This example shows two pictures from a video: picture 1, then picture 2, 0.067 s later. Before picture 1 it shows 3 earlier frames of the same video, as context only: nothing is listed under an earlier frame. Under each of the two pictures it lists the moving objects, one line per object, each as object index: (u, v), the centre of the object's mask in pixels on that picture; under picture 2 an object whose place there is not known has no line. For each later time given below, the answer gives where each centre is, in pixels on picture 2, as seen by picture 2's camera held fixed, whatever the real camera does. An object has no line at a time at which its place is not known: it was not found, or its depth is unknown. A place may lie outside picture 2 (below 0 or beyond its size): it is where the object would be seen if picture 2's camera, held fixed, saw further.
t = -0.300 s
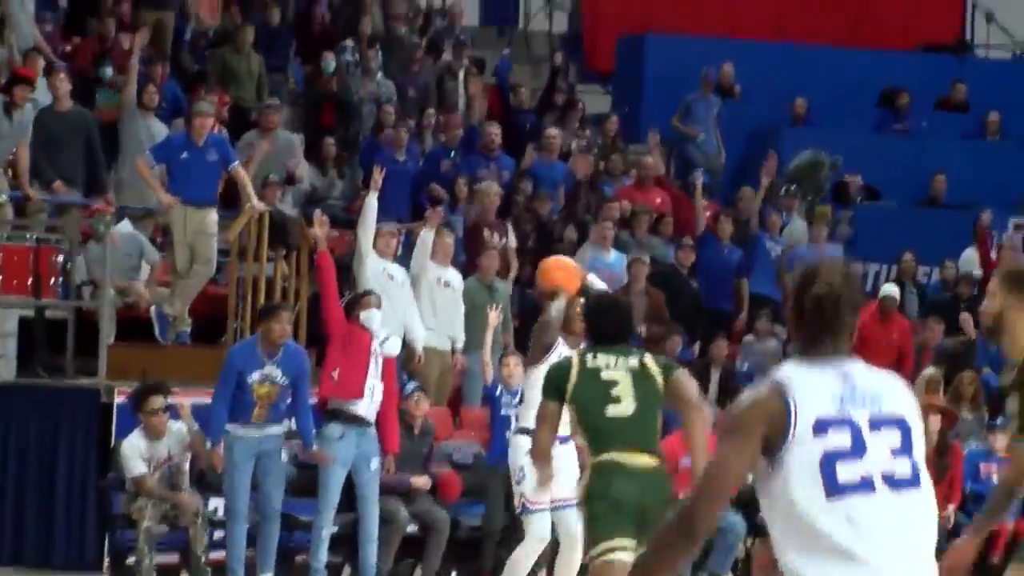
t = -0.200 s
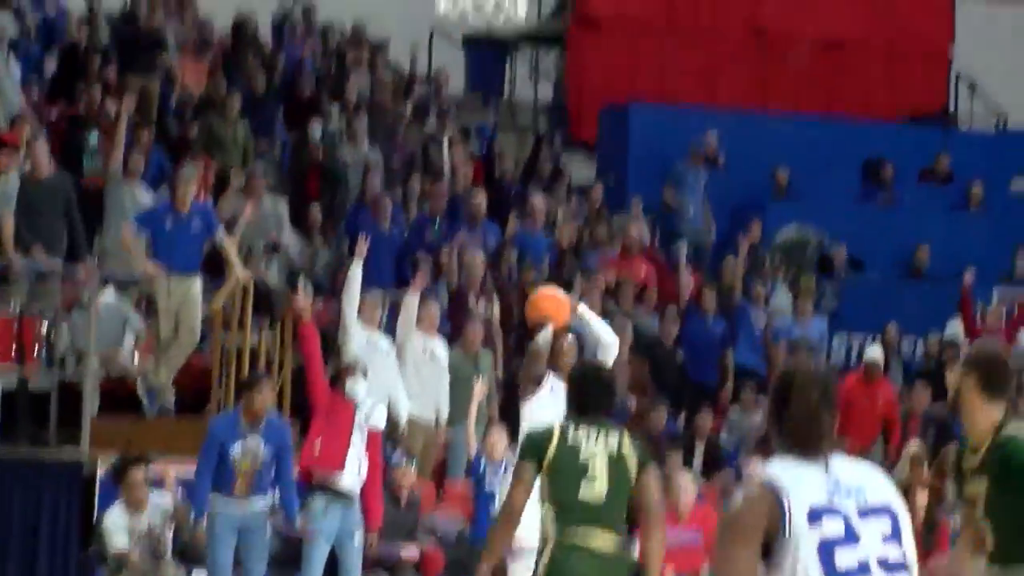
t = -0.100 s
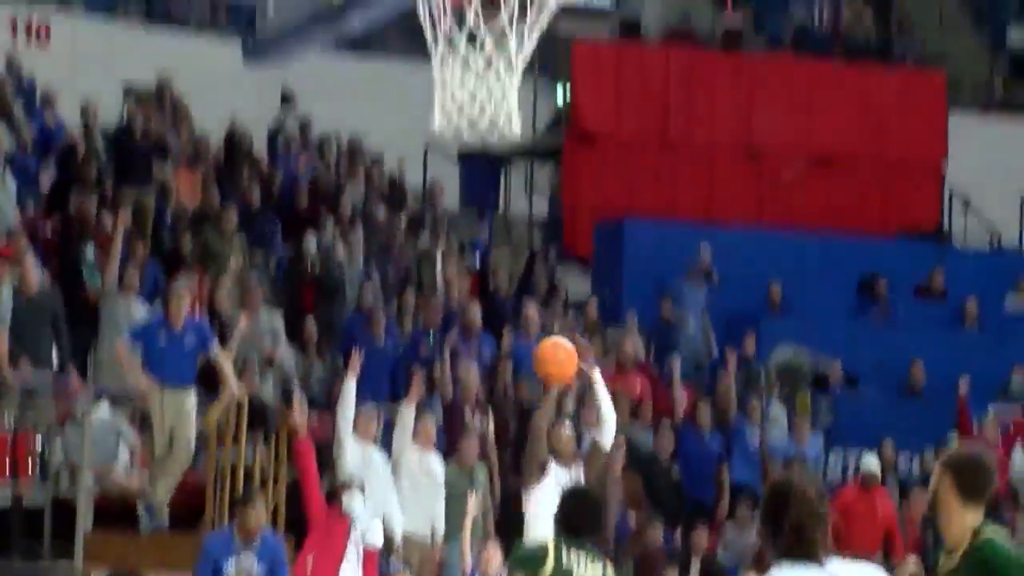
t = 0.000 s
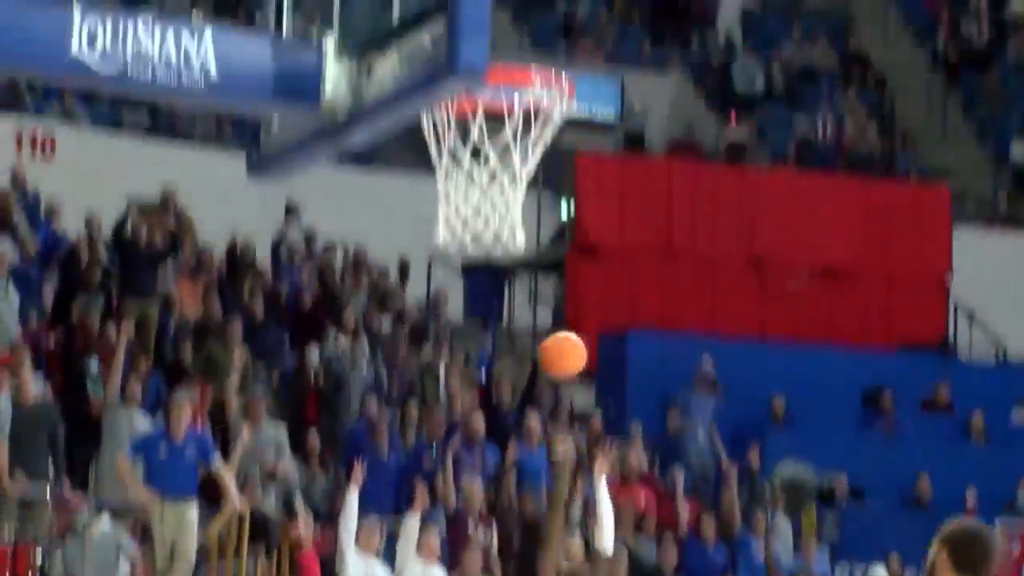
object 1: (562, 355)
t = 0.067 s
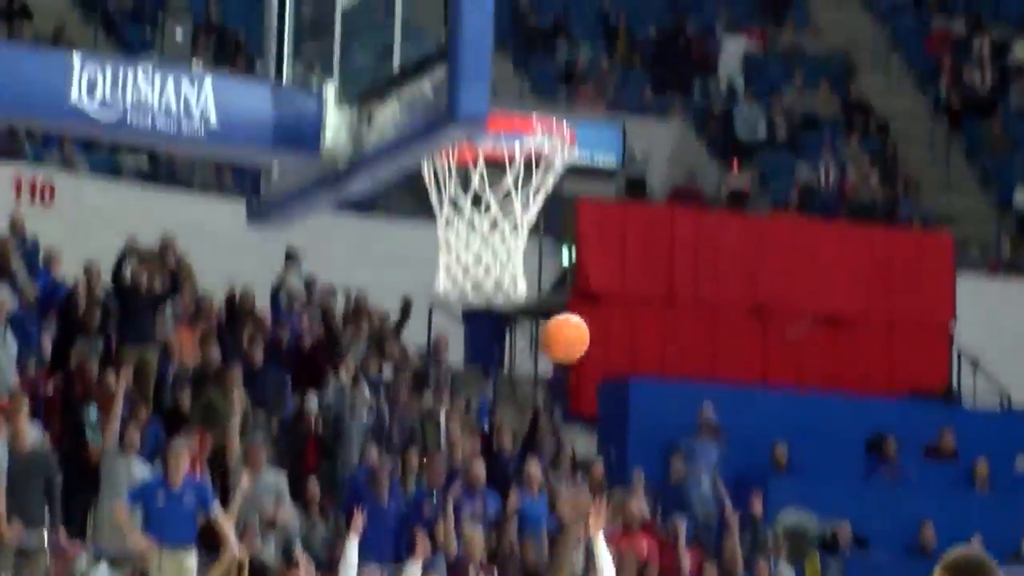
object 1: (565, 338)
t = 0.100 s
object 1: (565, 295)
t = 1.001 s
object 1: (526, -180)
